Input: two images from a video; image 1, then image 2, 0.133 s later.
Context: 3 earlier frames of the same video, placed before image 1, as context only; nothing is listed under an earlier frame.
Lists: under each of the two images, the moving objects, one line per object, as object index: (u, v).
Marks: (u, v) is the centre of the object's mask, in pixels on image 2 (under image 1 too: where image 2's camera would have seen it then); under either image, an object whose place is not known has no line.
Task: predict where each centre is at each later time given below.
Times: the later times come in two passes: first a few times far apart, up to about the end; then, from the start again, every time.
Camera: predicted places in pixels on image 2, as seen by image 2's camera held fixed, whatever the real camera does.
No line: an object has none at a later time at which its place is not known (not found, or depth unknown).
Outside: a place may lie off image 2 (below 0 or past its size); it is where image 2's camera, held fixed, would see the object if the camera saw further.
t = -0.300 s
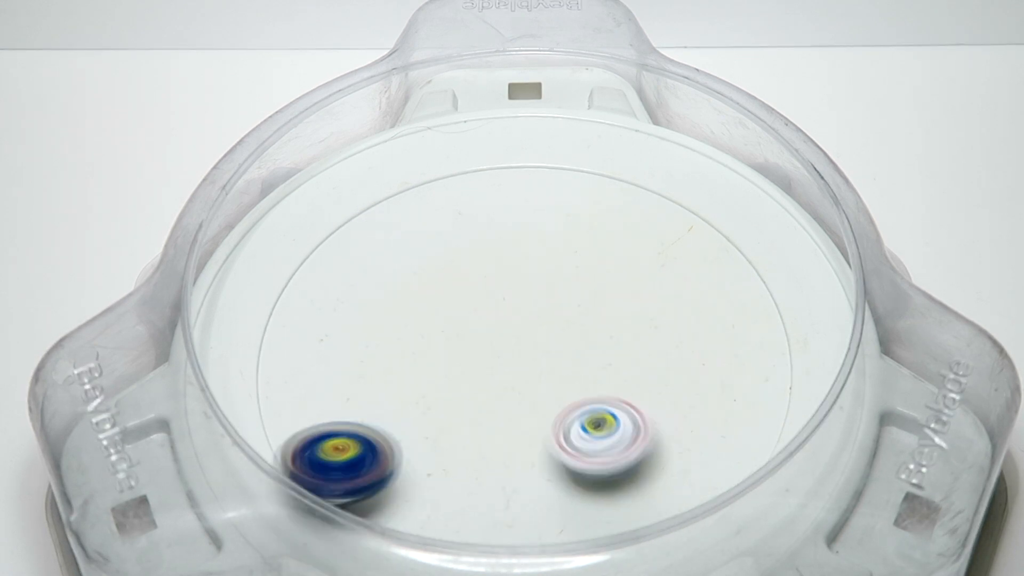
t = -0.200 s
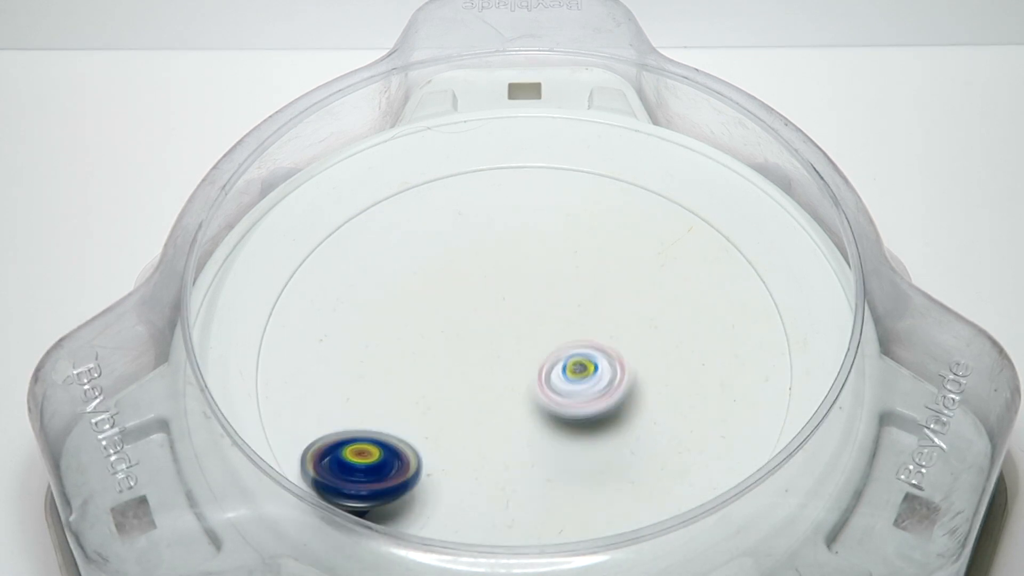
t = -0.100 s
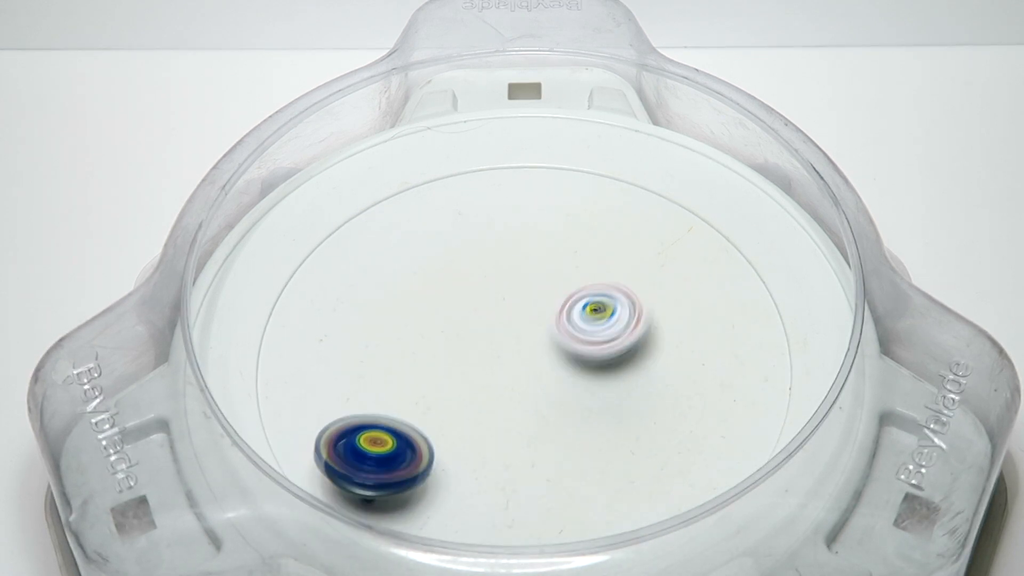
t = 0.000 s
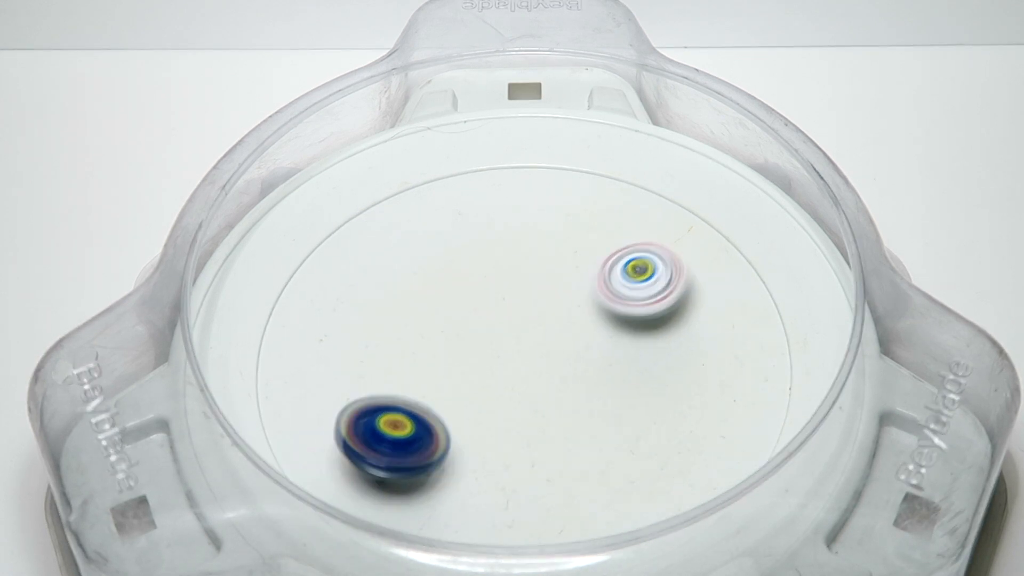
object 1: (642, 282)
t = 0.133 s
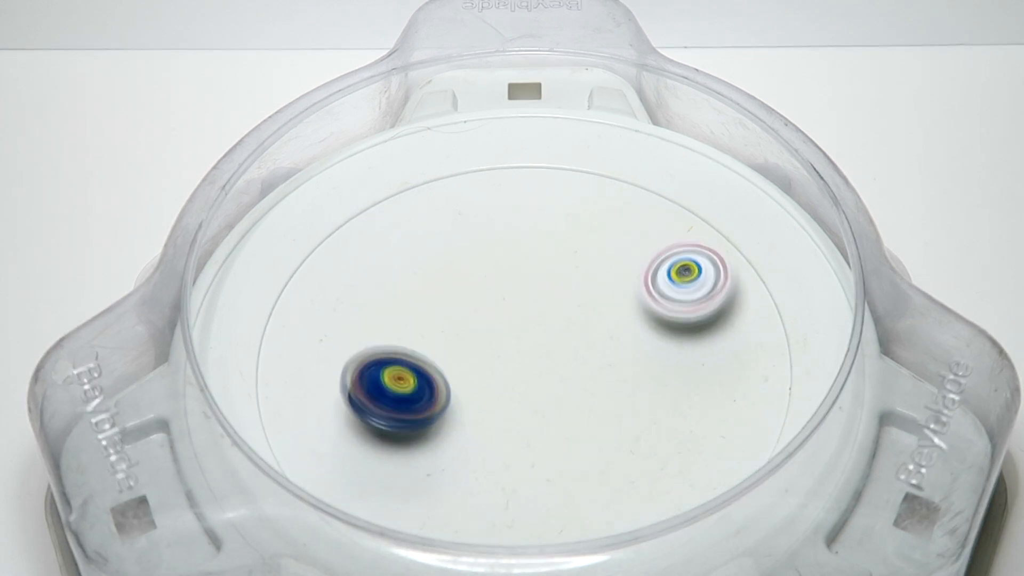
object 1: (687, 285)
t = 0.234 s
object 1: (665, 312)
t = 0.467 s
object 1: (495, 294)
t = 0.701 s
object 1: (535, 230)
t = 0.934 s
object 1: (562, 360)
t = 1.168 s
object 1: (406, 416)
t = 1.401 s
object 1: (431, 309)
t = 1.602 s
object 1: (442, 299)
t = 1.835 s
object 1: (342, 237)
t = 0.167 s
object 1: (685, 294)
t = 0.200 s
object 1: (678, 304)
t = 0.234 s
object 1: (665, 312)
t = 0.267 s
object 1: (643, 322)
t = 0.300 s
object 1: (619, 328)
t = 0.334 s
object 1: (590, 329)
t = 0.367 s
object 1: (562, 326)
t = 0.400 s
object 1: (537, 319)
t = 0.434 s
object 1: (514, 308)
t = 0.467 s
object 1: (495, 294)
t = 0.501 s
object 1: (483, 278)
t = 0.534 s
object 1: (481, 261)
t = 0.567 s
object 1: (484, 247)
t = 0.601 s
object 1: (492, 236)
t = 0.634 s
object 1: (504, 228)
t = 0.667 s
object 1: (519, 226)
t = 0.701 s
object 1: (535, 230)
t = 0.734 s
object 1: (550, 239)
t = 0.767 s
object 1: (562, 253)
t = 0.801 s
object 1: (569, 272)
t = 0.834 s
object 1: (569, 293)
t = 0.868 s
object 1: (569, 315)
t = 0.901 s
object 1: (569, 338)
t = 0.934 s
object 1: (562, 360)
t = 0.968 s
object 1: (550, 380)
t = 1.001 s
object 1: (531, 398)
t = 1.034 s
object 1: (509, 412)
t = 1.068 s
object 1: (484, 421)
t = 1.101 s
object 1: (457, 426)
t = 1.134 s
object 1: (430, 424)
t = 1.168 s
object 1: (406, 416)
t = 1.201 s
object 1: (387, 404)
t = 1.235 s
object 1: (375, 388)
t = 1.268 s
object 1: (371, 368)
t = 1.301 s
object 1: (377, 350)
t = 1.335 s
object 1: (389, 333)
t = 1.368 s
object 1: (408, 319)
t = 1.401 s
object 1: (431, 309)
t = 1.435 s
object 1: (457, 302)
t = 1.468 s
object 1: (485, 299)
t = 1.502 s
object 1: (509, 302)
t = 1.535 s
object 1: (497, 304)
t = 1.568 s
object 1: (468, 303)
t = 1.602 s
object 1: (442, 299)
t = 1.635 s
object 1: (418, 293)
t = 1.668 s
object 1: (396, 286)
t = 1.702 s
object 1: (377, 277)
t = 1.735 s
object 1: (360, 267)
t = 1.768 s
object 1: (349, 255)
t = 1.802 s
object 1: (343, 245)
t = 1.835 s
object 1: (342, 237)
